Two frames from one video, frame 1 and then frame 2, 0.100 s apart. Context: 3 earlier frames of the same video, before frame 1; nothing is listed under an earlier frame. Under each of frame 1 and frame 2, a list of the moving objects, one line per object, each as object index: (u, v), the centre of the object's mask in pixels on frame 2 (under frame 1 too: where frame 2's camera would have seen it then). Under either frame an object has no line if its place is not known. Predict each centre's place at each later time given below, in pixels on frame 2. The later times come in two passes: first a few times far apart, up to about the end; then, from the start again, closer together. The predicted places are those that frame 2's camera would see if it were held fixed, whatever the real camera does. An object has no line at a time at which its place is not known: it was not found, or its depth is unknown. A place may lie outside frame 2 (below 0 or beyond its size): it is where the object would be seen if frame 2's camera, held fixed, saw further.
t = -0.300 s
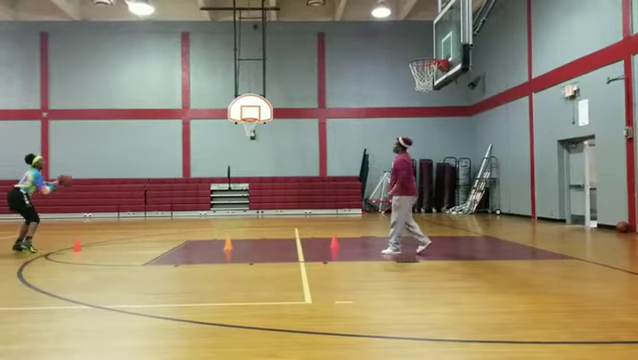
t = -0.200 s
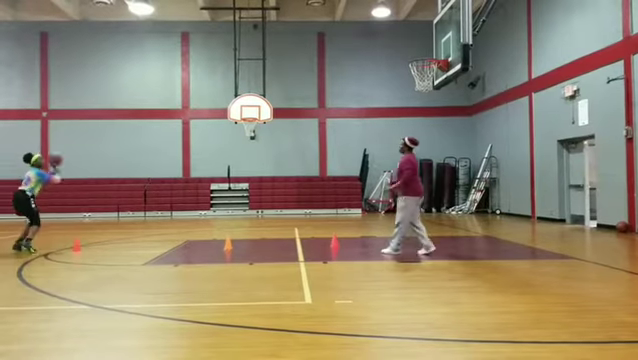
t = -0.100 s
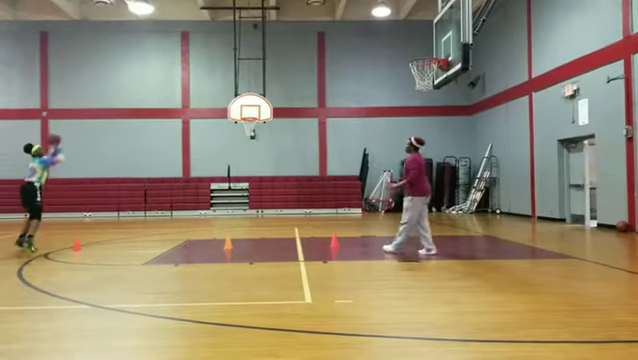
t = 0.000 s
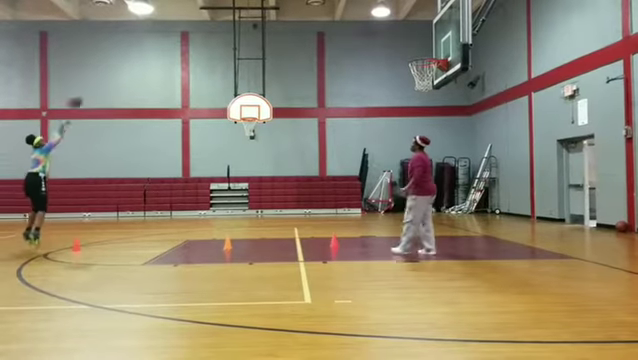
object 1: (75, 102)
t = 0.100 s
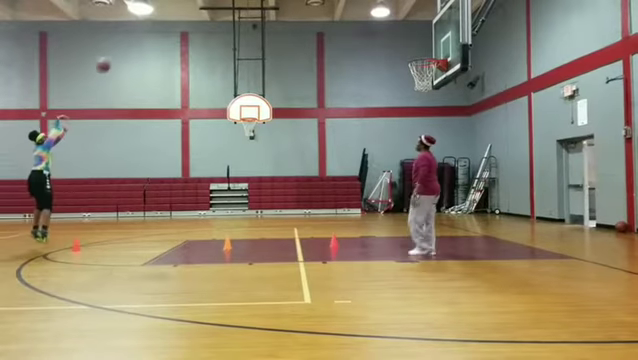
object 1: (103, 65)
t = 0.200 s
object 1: (130, 35)
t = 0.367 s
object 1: (177, 2)
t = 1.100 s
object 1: (378, 25)
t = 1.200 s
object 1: (404, 52)
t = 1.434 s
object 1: (438, 46)
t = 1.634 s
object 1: (420, 51)
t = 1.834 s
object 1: (417, 57)
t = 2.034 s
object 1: (424, 66)
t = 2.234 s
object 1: (432, 85)
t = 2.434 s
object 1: (435, 114)
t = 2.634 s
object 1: (437, 170)
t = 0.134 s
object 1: (112, 55)
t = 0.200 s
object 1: (130, 35)
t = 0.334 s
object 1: (168, 5)
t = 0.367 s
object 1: (177, 2)
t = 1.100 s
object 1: (378, 25)
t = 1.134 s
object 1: (387, 33)
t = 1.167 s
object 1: (395, 42)
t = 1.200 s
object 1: (404, 52)
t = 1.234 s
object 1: (410, 55)
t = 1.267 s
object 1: (415, 52)
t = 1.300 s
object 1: (419, 50)
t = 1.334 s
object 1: (424, 47)
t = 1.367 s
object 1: (427, 46)
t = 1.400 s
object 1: (434, 46)
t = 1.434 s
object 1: (438, 46)
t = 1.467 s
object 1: (438, 46)
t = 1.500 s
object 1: (434, 46)
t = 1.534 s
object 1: (431, 46)
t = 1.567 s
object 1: (427, 47)
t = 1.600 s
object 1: (423, 48)
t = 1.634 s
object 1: (420, 51)
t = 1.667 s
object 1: (416, 54)
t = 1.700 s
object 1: (415, 55)
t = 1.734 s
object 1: (416, 55)
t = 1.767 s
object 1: (416, 55)
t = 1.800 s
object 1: (416, 56)
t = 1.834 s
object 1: (417, 57)
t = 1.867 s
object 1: (417, 58)
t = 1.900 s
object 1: (418, 61)
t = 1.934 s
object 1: (419, 62)
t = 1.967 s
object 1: (422, 64)
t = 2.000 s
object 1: (422, 65)
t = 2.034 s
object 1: (424, 66)
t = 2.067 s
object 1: (427, 69)
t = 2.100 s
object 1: (431, 75)
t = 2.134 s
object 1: (432, 78)
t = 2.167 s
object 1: (432, 79)
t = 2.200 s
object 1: (432, 82)
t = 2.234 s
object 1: (432, 85)
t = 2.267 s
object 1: (435, 89)
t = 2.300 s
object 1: (434, 92)
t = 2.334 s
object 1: (435, 97)
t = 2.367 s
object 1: (434, 101)
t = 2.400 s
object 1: (434, 105)
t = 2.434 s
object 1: (435, 114)
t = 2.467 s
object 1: (435, 122)
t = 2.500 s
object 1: (435, 130)
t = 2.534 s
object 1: (436, 139)
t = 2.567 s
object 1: (437, 148)
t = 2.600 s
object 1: (438, 159)
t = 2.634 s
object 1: (437, 170)
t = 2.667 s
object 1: (437, 181)
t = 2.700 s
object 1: (437, 193)
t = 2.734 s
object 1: (438, 205)
